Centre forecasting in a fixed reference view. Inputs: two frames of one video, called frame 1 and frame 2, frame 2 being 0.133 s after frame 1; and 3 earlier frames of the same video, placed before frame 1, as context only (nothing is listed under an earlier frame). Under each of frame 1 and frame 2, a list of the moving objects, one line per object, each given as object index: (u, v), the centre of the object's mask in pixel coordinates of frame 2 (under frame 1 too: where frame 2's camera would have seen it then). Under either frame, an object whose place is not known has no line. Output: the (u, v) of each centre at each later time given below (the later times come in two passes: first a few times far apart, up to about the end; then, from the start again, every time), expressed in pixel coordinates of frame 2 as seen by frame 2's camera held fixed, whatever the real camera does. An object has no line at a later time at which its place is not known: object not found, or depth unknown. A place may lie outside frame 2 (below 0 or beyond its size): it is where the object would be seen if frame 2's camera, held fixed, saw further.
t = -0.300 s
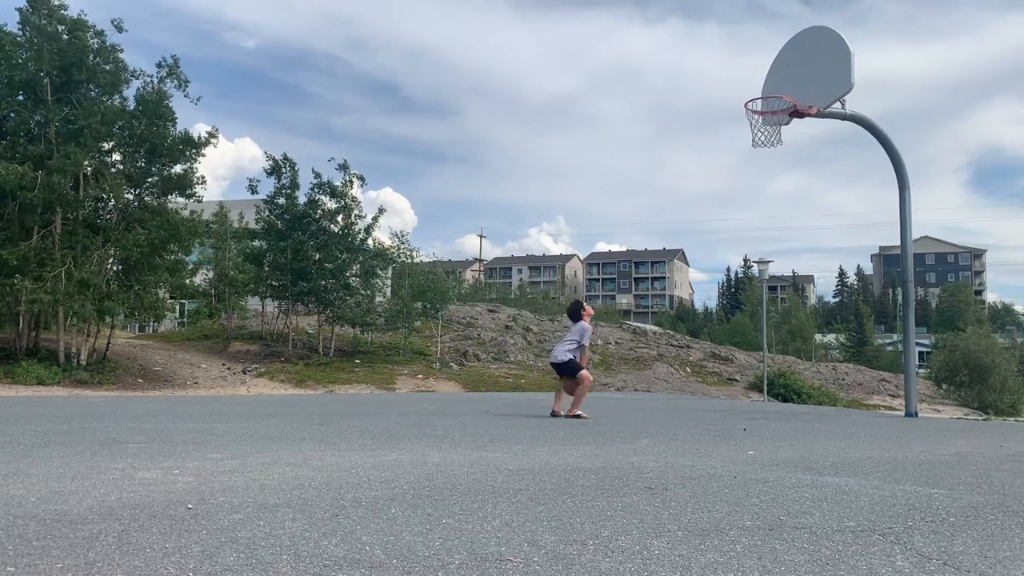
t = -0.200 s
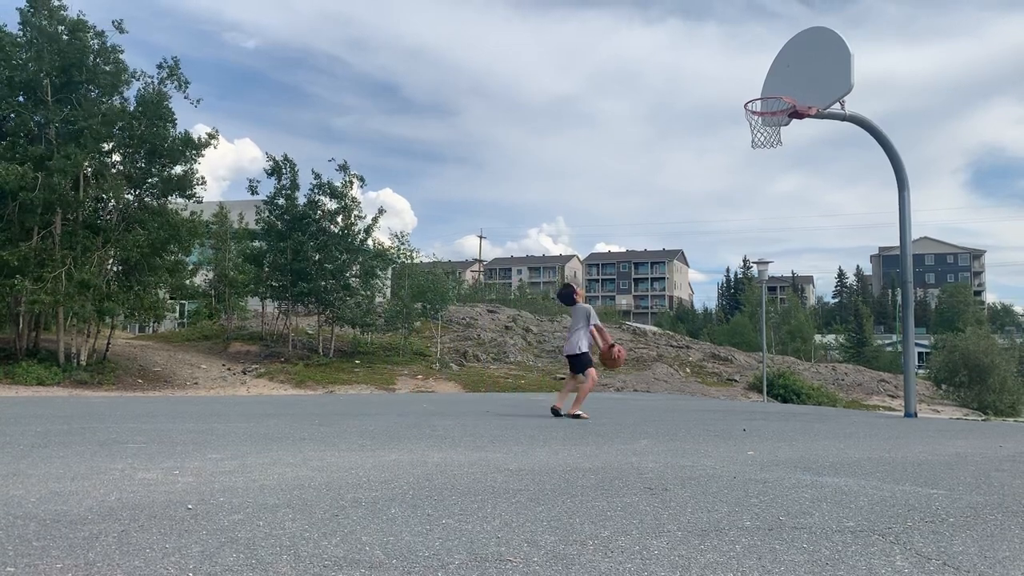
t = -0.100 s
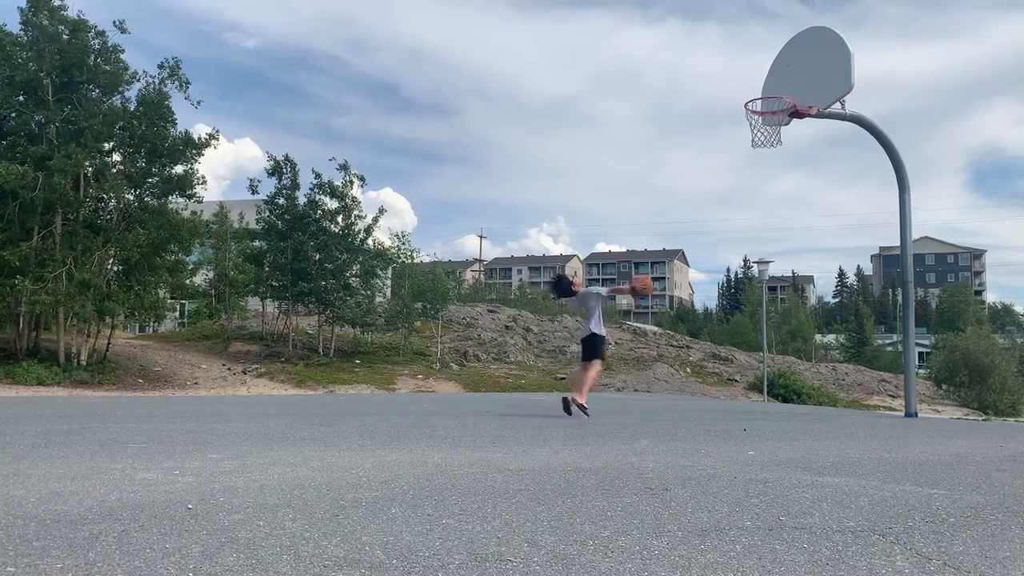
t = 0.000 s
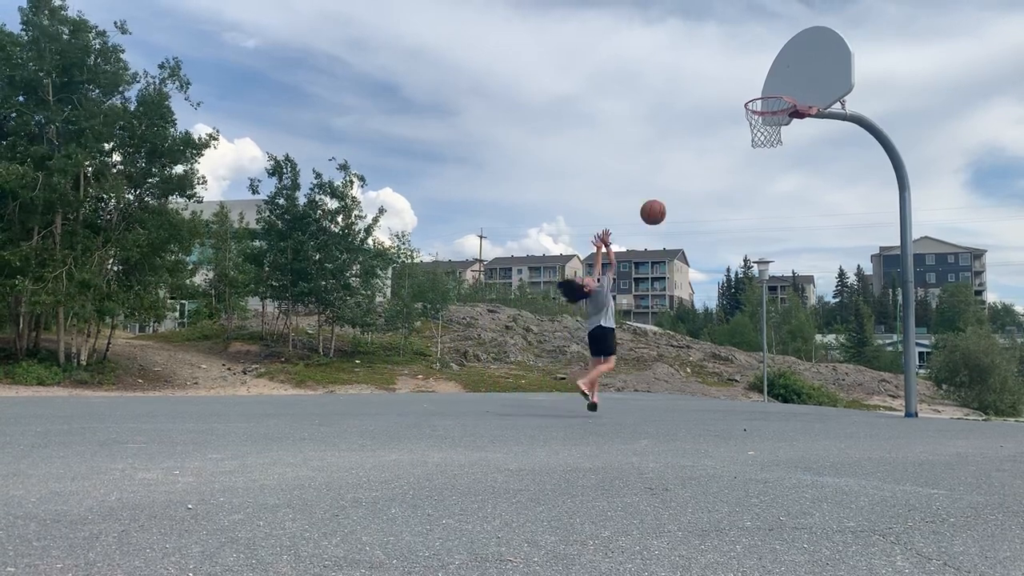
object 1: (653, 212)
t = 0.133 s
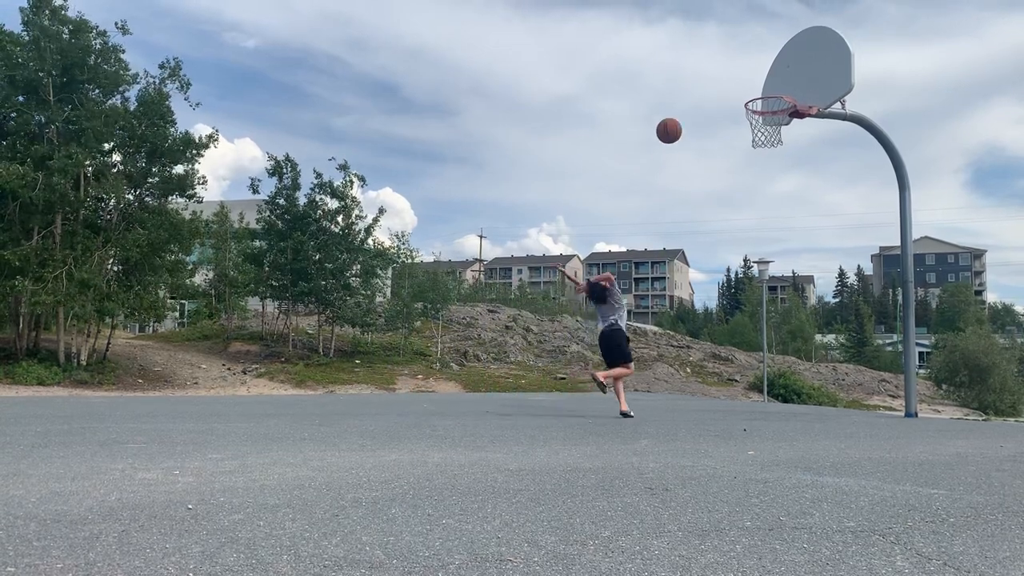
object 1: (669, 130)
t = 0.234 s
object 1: (680, 83)
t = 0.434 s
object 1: (701, 20)
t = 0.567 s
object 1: (713, 5)
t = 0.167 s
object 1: (673, 113)
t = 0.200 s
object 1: (676, 97)
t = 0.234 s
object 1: (680, 83)
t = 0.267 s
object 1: (684, 69)
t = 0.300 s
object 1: (687, 57)
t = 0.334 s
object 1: (691, 46)
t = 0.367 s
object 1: (694, 36)
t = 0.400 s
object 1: (697, 27)
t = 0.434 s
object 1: (701, 20)
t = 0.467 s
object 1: (704, 13)
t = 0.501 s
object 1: (707, 9)
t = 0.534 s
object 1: (710, 7)
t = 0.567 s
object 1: (713, 5)
